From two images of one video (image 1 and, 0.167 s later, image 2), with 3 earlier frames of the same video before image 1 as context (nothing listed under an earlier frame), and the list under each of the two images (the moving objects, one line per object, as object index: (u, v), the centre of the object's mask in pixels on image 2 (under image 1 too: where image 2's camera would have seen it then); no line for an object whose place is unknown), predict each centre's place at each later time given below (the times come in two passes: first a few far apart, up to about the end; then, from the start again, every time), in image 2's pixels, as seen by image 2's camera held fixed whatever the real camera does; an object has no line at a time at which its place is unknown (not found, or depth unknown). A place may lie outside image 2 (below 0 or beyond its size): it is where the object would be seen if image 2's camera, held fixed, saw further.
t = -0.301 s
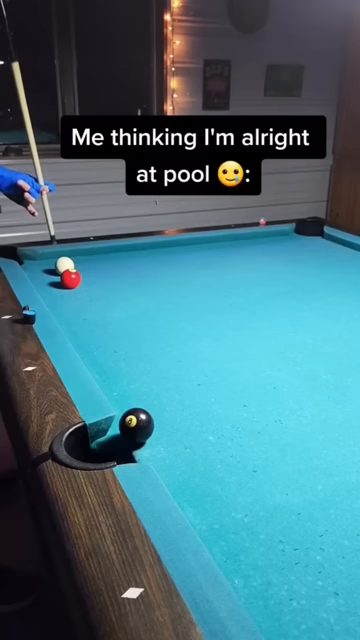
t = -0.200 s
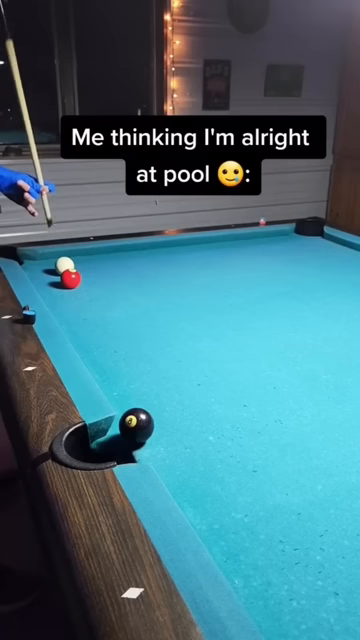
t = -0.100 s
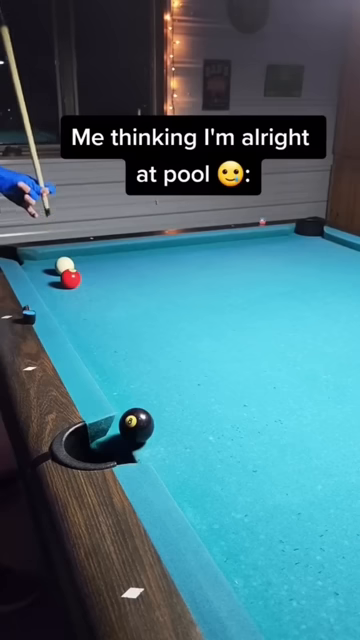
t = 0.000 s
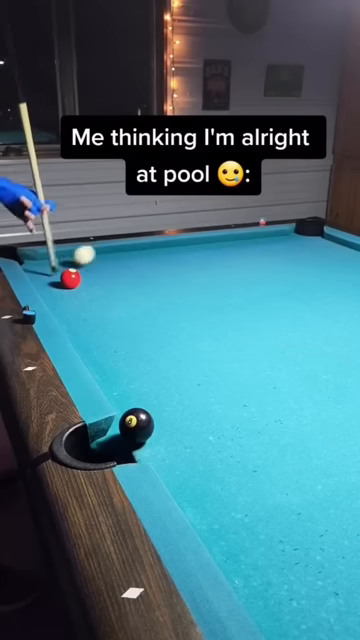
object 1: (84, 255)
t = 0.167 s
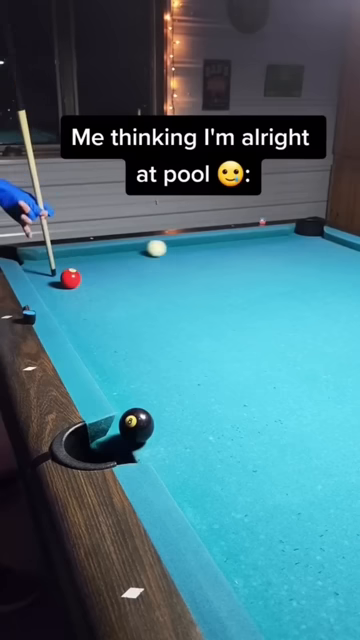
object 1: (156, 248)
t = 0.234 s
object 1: (181, 250)
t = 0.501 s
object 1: (254, 262)
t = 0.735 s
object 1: (280, 279)
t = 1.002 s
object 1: (263, 309)
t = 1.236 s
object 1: (227, 346)
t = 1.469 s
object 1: (175, 400)
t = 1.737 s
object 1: (180, 442)
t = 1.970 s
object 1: (196, 481)
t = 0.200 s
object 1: (169, 249)
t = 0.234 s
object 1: (181, 250)
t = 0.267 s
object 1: (193, 251)
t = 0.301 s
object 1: (204, 252)
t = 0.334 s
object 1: (214, 254)
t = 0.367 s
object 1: (223, 255)
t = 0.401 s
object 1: (232, 257)
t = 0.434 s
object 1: (240, 259)
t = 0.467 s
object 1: (247, 260)
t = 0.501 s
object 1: (254, 262)
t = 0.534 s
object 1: (260, 264)
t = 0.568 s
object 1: (265, 266)
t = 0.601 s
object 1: (269, 268)
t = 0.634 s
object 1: (273, 271)
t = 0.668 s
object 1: (276, 273)
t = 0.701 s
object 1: (278, 276)
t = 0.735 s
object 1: (280, 279)
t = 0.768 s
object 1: (281, 282)
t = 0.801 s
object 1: (281, 285)
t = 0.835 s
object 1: (280, 288)
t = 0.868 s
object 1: (278, 292)
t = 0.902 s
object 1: (276, 296)
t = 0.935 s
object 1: (272, 300)
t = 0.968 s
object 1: (268, 305)
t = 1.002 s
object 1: (263, 309)
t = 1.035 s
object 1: (258, 314)
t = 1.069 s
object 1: (253, 320)
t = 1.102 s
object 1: (248, 325)
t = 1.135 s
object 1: (242, 331)
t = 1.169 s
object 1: (239, 334)
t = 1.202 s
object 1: (233, 340)
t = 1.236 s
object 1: (227, 346)
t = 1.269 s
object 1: (221, 353)
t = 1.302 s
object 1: (214, 360)
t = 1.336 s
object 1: (207, 367)
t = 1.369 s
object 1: (200, 375)
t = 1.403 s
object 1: (192, 383)
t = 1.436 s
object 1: (184, 391)
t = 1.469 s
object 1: (175, 400)
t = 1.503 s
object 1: (166, 410)
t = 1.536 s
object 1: (167, 415)
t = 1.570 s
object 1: (170, 419)
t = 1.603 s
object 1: (173, 423)
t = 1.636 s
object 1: (174, 427)
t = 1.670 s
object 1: (176, 432)
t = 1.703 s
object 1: (178, 437)
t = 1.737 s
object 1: (180, 442)
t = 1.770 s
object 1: (182, 447)
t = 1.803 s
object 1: (185, 453)
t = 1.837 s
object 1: (187, 458)
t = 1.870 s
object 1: (189, 463)
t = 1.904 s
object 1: (191, 469)
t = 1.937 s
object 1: (194, 475)
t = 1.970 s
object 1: (196, 481)
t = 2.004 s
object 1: (199, 486)
